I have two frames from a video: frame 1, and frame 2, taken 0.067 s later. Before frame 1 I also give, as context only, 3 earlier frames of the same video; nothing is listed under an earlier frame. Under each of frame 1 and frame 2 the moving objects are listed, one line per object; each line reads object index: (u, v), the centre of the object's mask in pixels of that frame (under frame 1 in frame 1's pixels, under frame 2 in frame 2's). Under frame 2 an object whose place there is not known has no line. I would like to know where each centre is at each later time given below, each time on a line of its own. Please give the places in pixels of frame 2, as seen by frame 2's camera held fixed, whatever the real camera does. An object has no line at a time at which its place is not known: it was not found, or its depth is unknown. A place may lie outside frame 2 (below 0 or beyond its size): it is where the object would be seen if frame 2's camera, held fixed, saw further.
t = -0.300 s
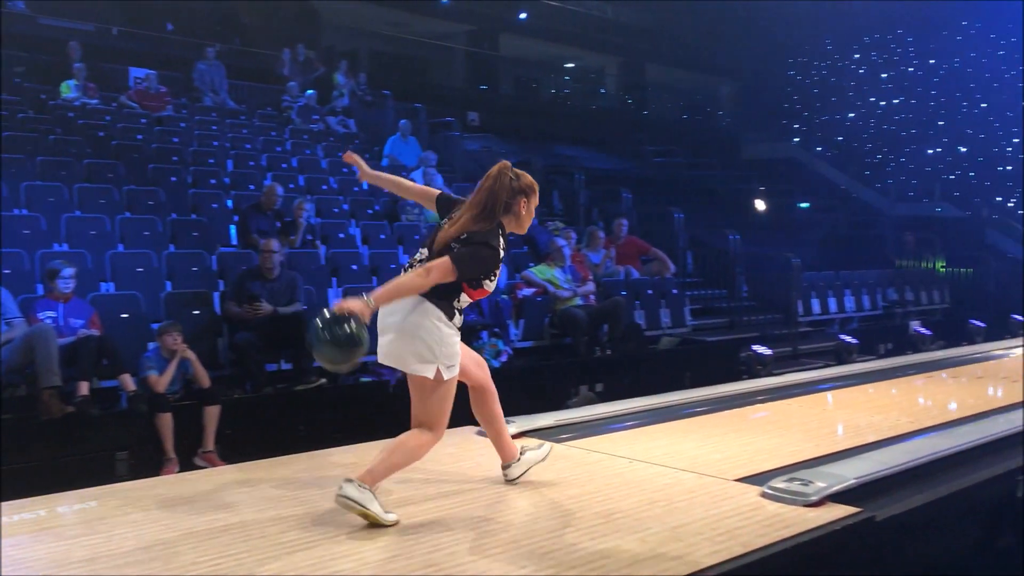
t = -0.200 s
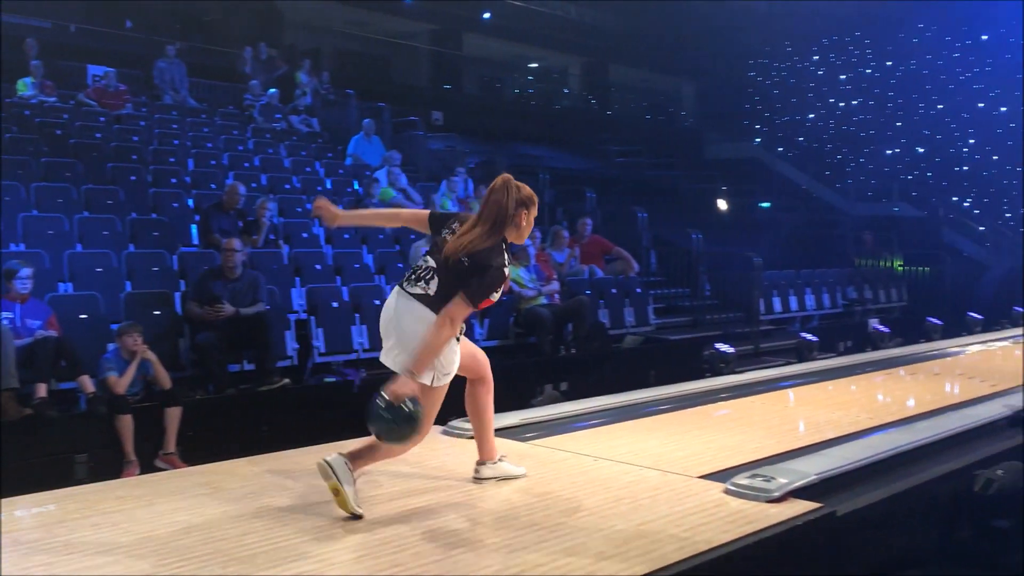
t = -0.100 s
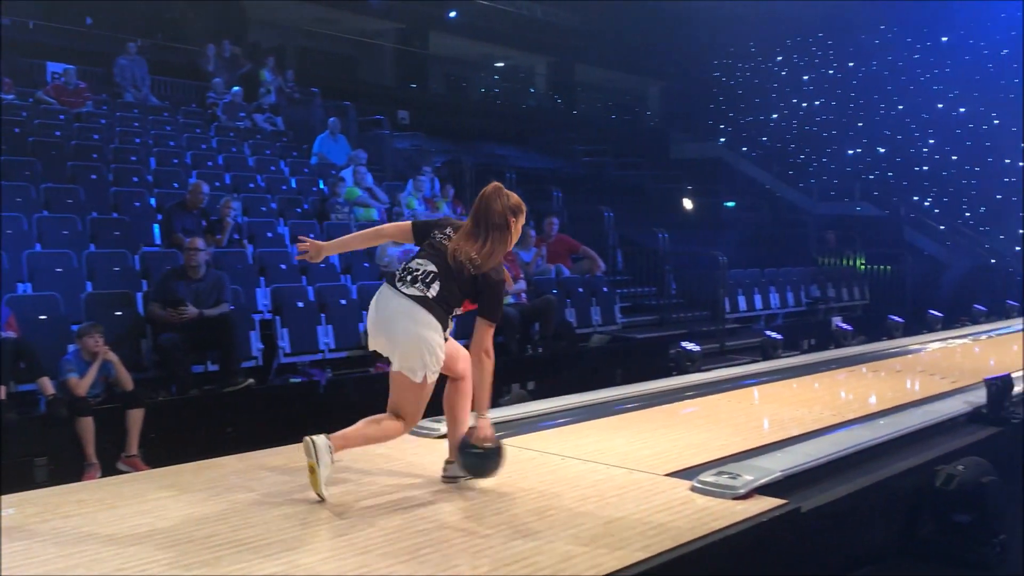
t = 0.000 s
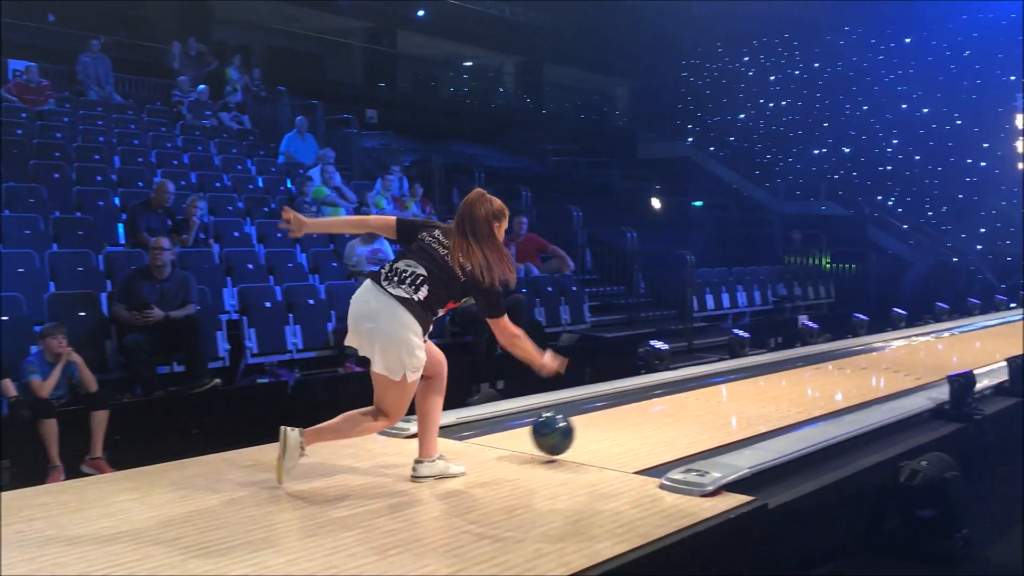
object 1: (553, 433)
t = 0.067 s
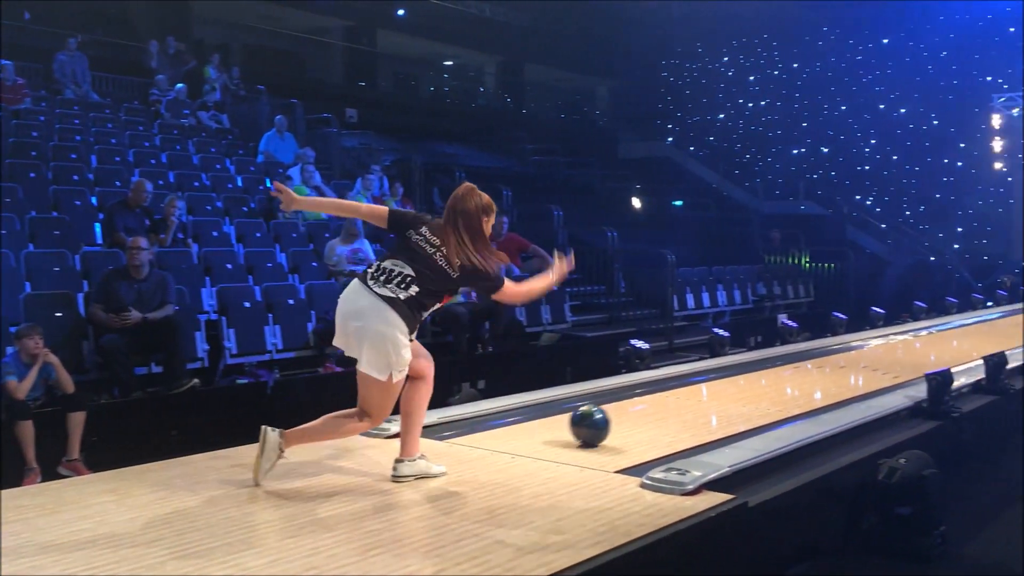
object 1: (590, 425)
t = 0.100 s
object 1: (615, 419)
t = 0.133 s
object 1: (638, 414)
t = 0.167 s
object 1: (661, 408)
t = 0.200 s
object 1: (681, 403)
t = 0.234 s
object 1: (700, 399)
